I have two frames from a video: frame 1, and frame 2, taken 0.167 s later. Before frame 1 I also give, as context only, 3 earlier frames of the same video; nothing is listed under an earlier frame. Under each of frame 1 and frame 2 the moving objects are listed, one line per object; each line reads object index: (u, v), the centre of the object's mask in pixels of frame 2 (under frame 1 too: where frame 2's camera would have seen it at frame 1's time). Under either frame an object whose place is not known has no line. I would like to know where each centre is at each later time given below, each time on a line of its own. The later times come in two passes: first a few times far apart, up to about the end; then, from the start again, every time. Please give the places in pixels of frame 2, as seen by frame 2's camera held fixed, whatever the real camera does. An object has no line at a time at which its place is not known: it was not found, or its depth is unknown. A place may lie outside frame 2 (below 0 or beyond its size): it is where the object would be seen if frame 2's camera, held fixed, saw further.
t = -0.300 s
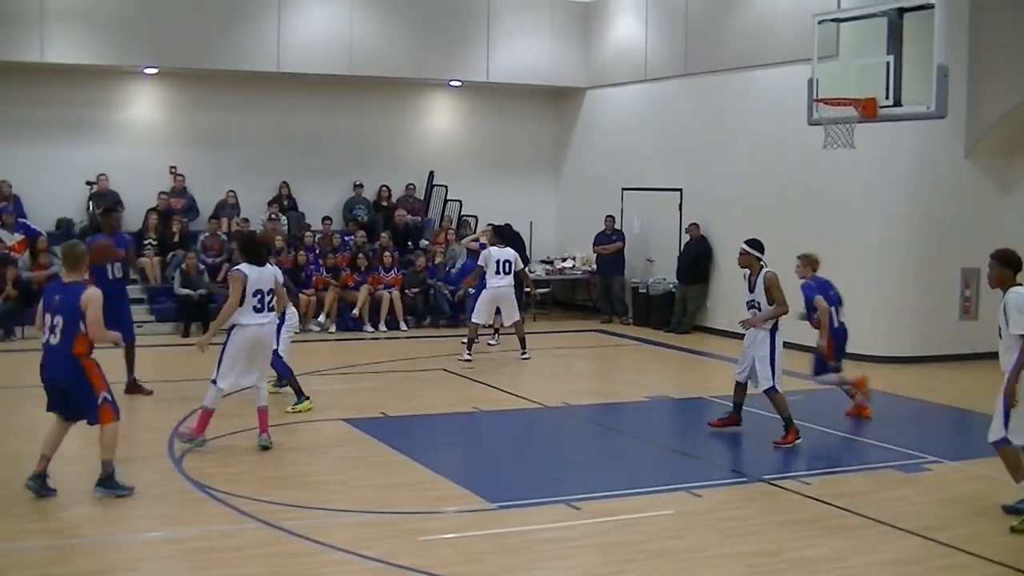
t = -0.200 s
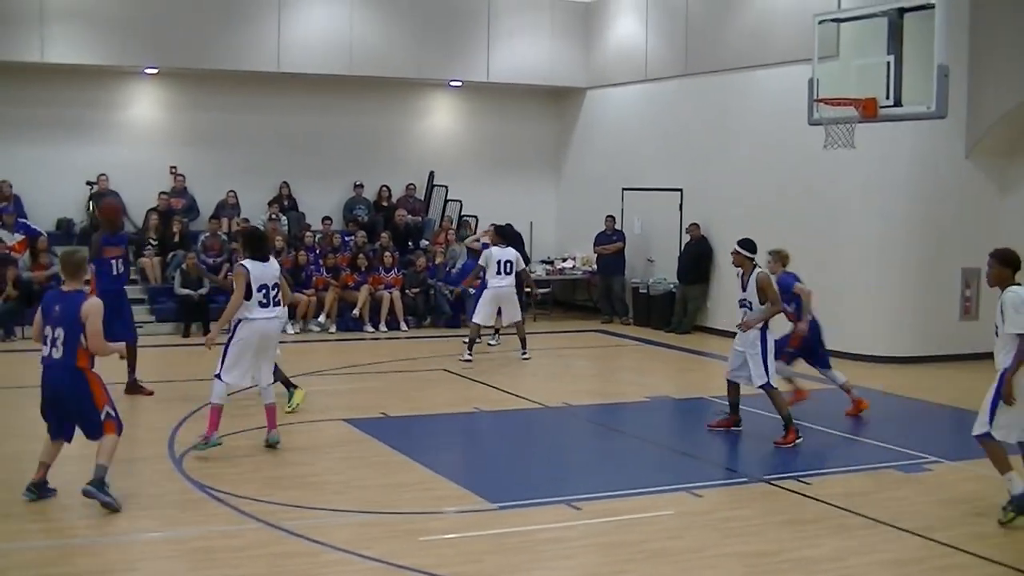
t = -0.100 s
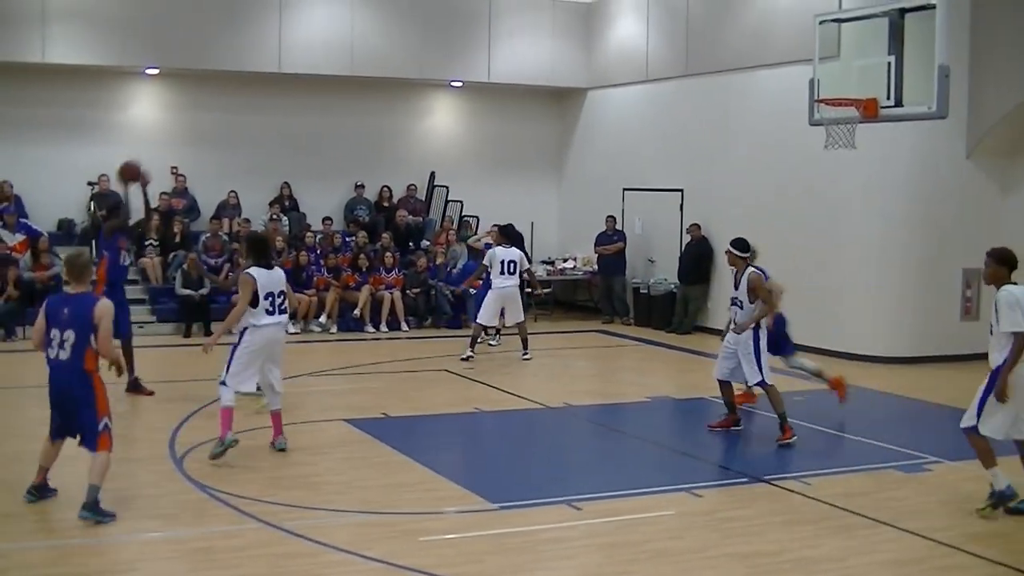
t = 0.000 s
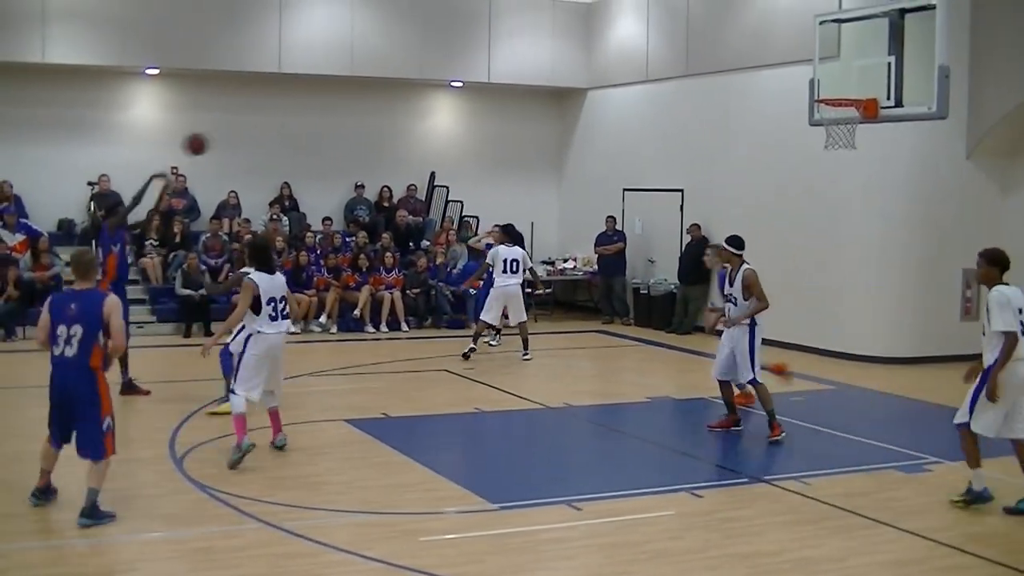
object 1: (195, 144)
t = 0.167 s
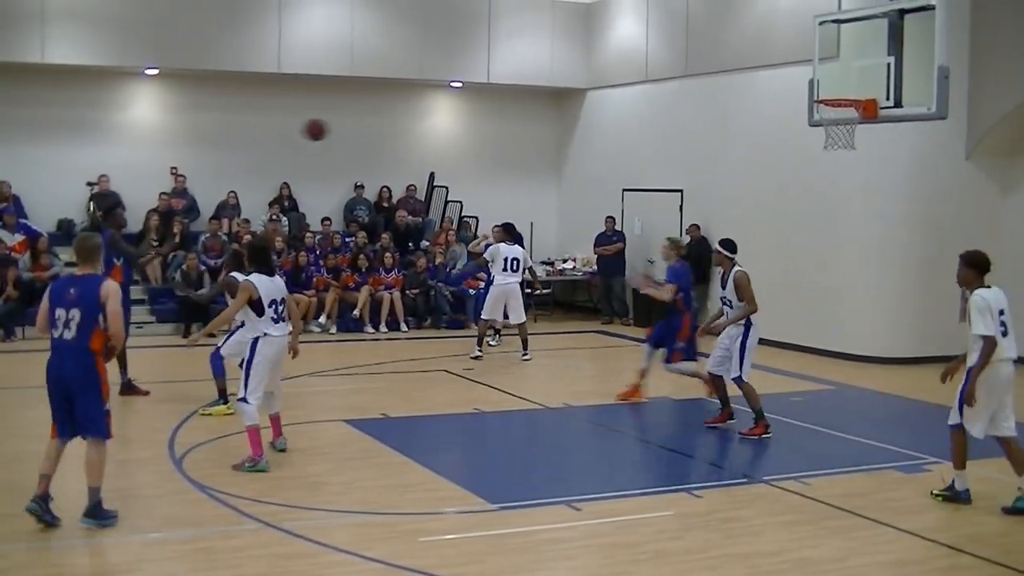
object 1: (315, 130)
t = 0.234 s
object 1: (361, 131)
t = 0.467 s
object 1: (514, 169)
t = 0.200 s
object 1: (338, 130)
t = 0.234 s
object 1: (361, 131)
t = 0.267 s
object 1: (384, 134)
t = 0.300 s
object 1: (406, 137)
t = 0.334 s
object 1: (428, 142)
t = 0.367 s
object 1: (451, 147)
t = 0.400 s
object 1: (471, 153)
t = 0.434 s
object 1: (493, 161)
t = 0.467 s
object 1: (514, 169)
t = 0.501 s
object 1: (535, 179)
